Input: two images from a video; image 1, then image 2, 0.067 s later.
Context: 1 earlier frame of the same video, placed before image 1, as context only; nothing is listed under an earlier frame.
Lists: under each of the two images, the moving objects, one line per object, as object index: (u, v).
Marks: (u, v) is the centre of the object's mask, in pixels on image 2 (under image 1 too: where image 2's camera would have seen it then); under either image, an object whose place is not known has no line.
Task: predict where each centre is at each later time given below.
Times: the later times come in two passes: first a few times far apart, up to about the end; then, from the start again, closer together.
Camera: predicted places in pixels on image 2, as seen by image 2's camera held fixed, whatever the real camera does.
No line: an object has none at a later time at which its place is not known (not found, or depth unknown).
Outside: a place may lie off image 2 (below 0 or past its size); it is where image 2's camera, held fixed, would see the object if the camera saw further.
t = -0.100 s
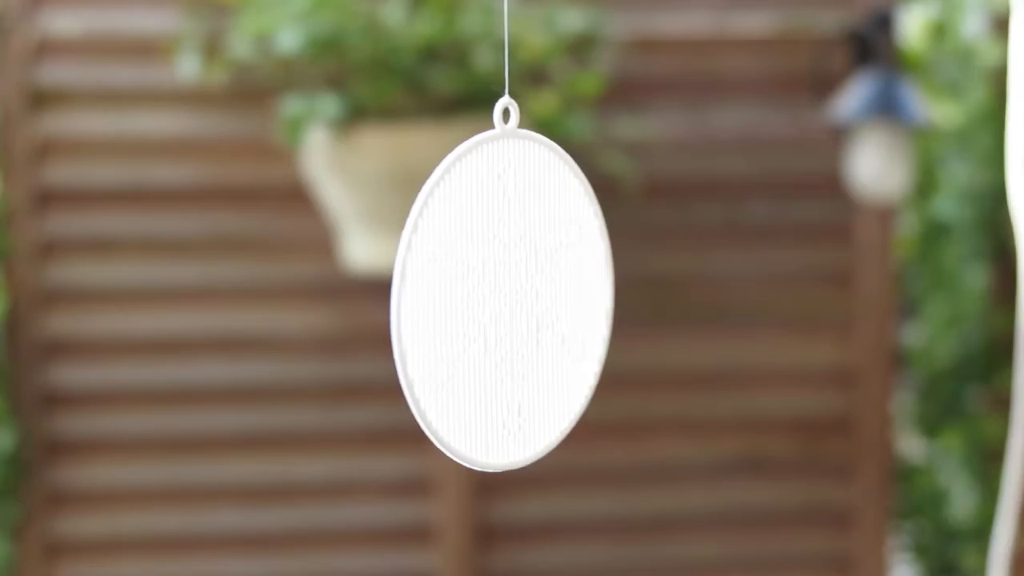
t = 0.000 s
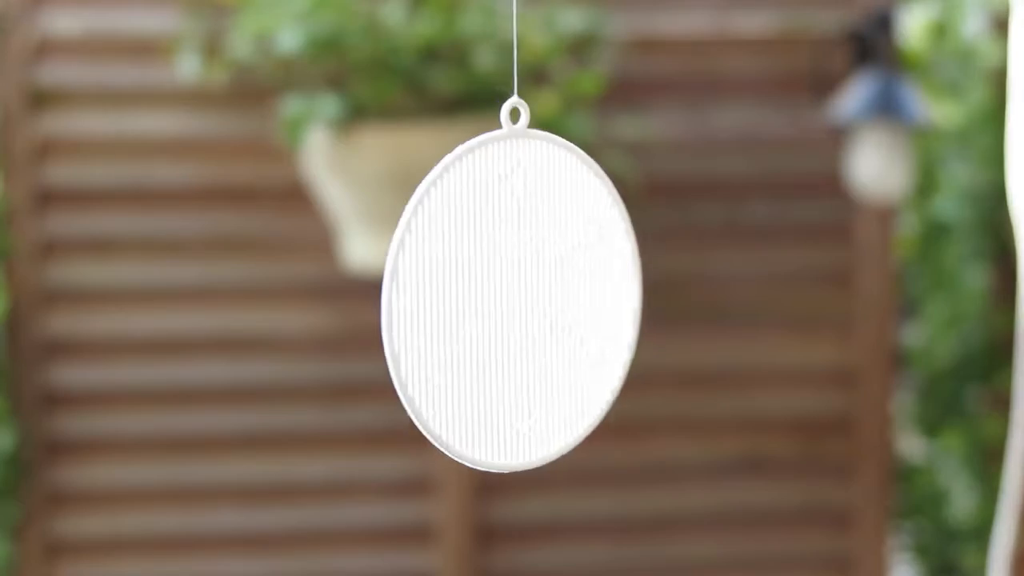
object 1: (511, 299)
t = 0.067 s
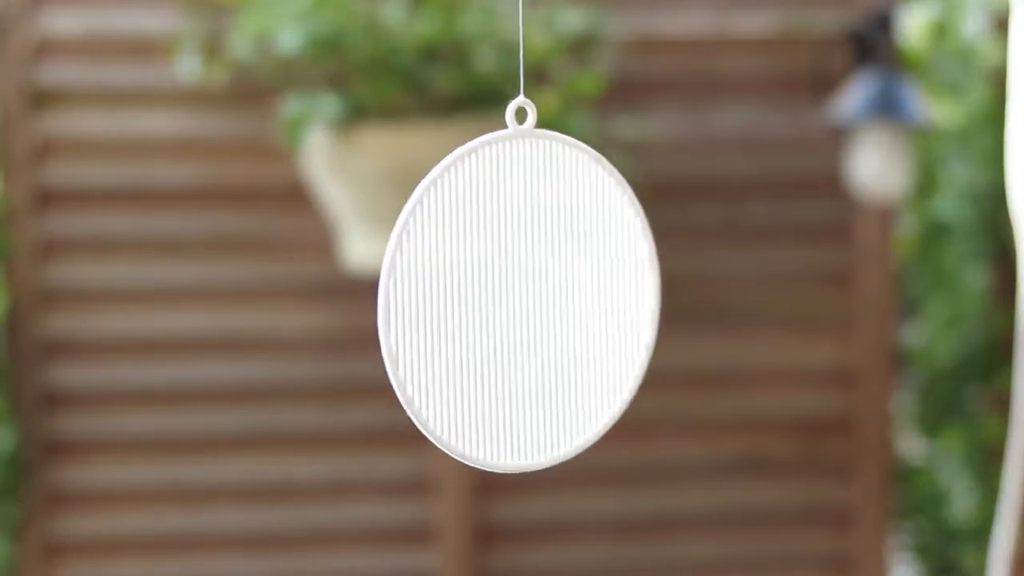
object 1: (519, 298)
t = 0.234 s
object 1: (537, 302)
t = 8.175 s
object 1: (486, 304)
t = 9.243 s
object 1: (542, 304)
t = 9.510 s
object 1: (486, 305)
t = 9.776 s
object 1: (462, 298)
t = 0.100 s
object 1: (523, 299)
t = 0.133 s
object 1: (526, 300)
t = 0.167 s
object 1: (530, 300)
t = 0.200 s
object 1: (535, 300)
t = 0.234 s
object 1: (537, 302)
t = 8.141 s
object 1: (486, 303)
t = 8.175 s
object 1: (486, 304)
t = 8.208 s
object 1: (487, 304)
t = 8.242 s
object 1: (487, 303)
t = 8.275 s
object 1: (487, 303)
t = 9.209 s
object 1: (549, 304)
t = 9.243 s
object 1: (542, 304)
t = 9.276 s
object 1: (535, 307)
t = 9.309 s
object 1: (527, 307)
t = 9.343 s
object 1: (520, 307)
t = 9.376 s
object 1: (513, 307)
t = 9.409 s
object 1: (506, 307)
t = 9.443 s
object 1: (499, 307)
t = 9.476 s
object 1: (493, 305)
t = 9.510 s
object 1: (486, 305)
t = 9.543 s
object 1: (481, 304)
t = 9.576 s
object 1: (477, 302)
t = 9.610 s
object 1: (472, 302)
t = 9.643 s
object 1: (469, 301)
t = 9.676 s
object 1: (465, 301)
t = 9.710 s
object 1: (463, 300)
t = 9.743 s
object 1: (463, 298)
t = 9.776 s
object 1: (462, 298)
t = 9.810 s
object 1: (464, 296)
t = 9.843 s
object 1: (466, 296)
